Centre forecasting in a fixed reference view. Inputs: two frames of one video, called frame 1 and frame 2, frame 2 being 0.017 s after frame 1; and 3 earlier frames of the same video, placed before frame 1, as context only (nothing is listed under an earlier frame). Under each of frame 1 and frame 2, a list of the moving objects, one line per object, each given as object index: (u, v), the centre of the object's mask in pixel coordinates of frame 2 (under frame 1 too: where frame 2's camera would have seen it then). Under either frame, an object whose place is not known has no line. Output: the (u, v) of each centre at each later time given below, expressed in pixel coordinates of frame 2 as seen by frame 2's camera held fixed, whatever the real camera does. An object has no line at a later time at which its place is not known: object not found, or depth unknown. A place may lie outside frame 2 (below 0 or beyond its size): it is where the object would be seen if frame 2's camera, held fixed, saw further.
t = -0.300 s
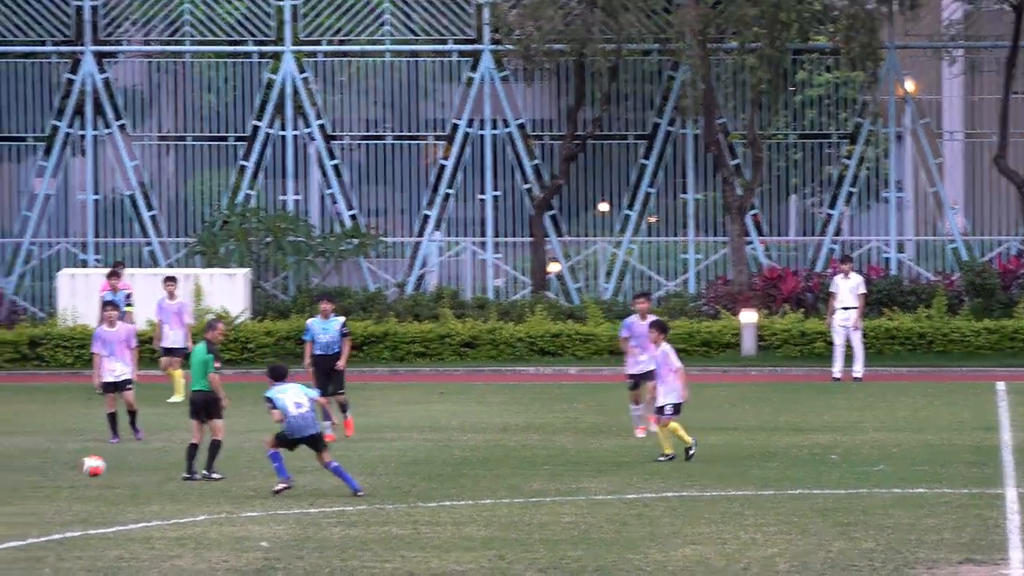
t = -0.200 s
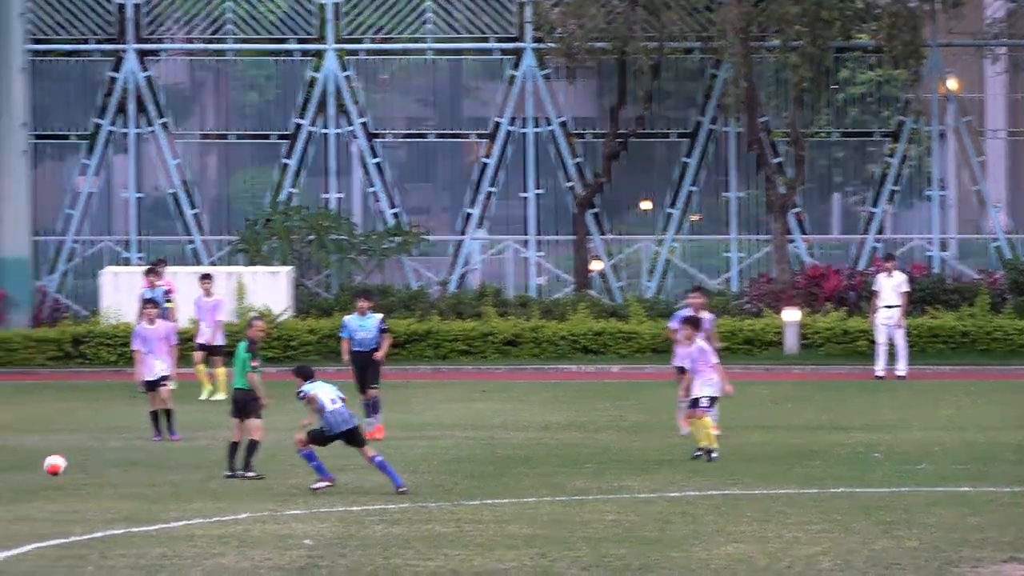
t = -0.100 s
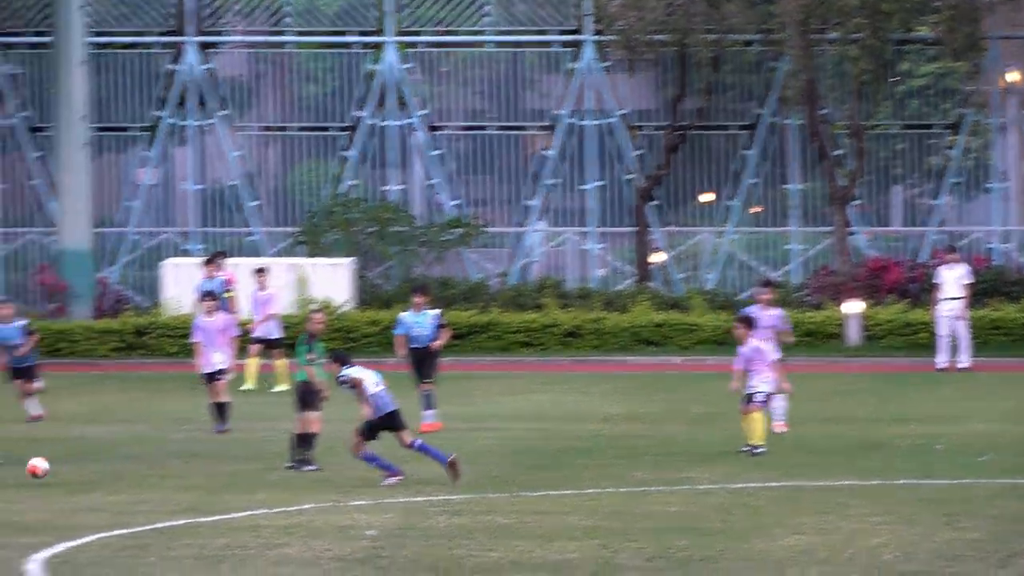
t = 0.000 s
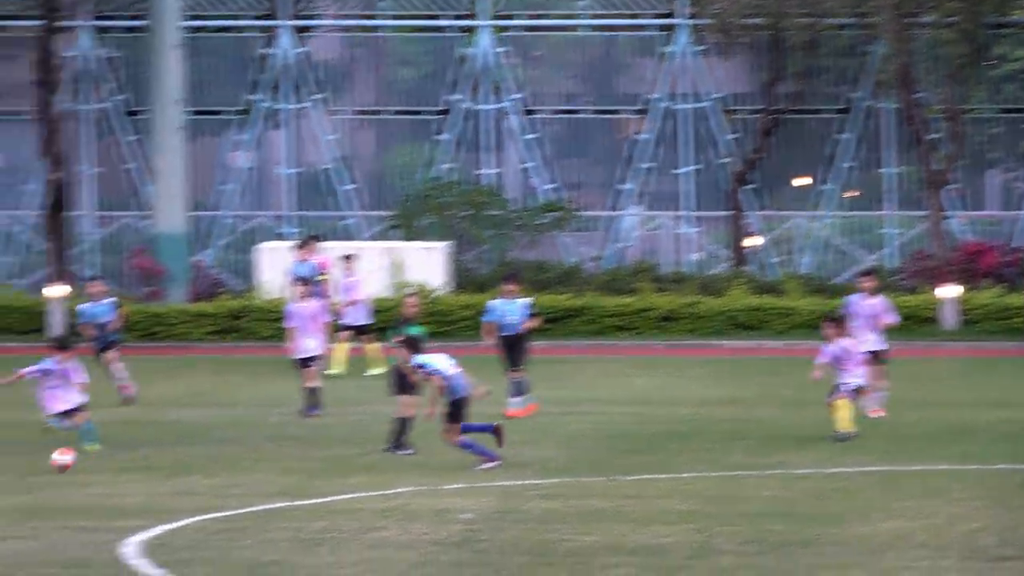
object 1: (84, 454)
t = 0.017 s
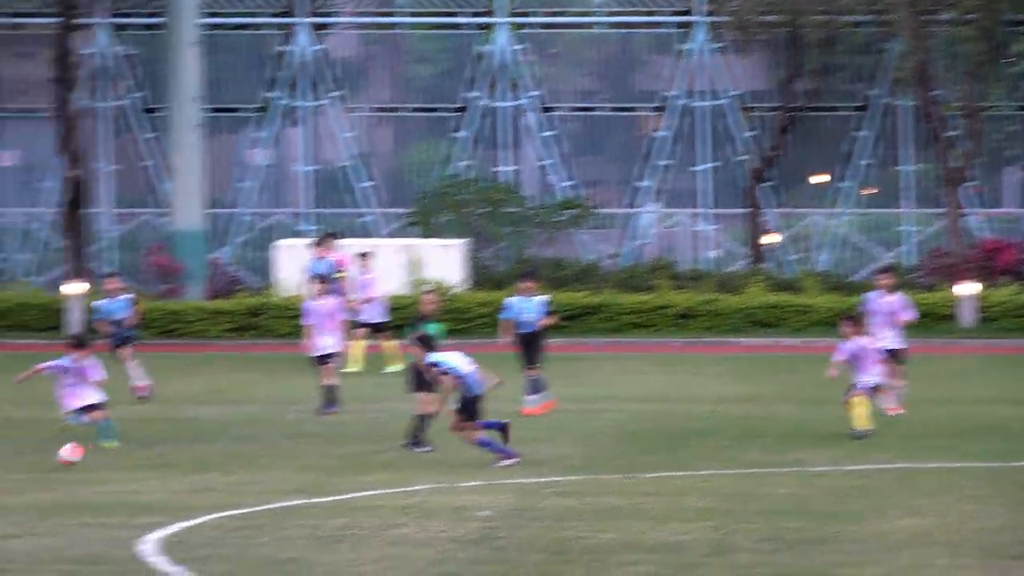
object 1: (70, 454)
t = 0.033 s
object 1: (57, 453)
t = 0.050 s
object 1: (43, 455)
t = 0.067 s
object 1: (29, 457)
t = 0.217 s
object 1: (-54, 478)
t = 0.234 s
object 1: (-67, 481)
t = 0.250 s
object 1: (-74, 484)
